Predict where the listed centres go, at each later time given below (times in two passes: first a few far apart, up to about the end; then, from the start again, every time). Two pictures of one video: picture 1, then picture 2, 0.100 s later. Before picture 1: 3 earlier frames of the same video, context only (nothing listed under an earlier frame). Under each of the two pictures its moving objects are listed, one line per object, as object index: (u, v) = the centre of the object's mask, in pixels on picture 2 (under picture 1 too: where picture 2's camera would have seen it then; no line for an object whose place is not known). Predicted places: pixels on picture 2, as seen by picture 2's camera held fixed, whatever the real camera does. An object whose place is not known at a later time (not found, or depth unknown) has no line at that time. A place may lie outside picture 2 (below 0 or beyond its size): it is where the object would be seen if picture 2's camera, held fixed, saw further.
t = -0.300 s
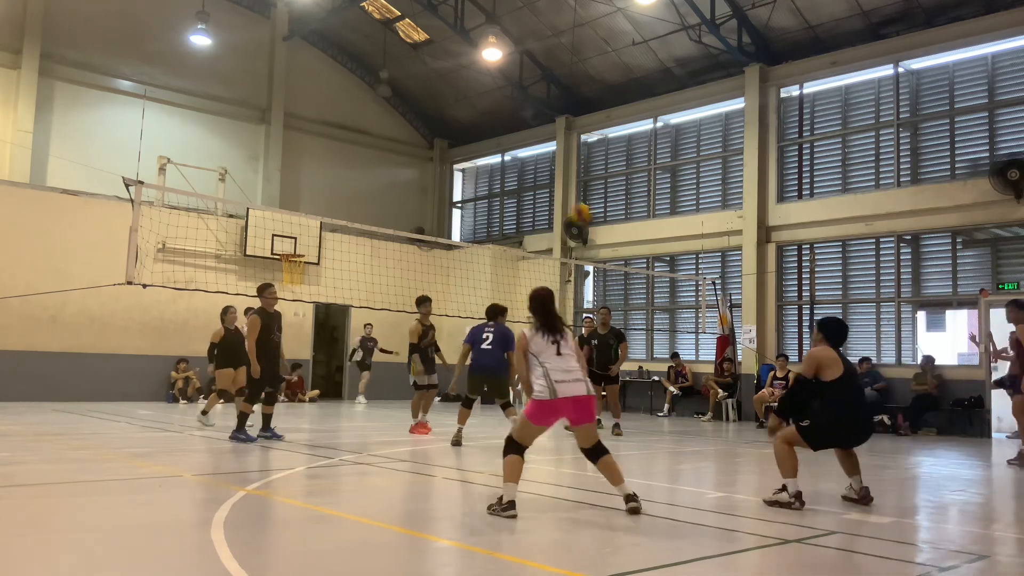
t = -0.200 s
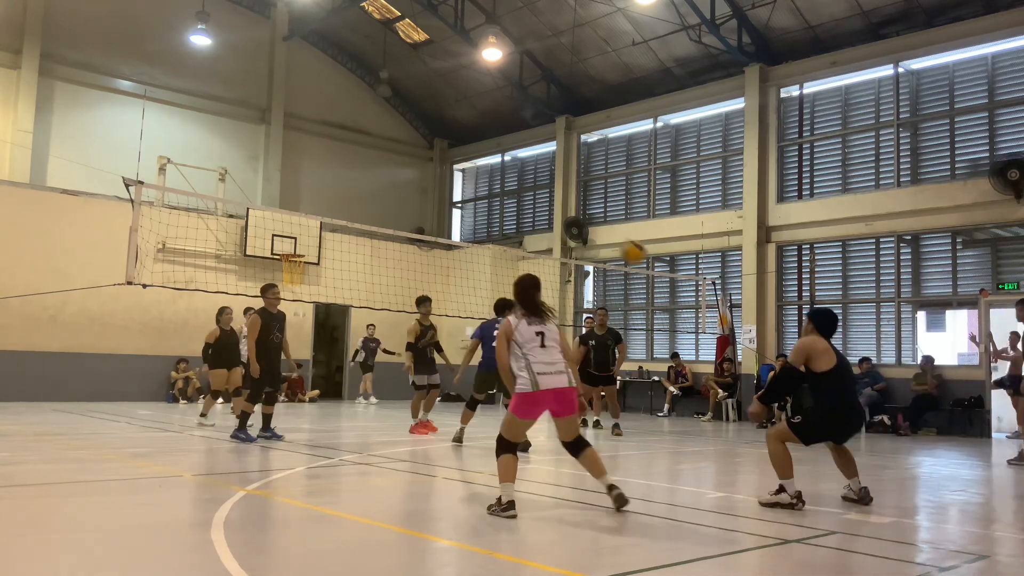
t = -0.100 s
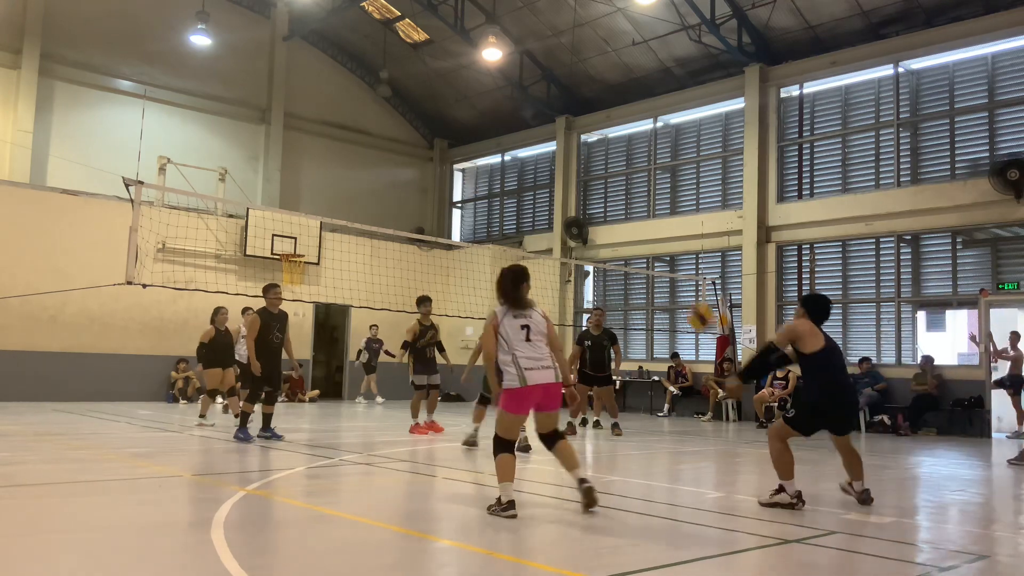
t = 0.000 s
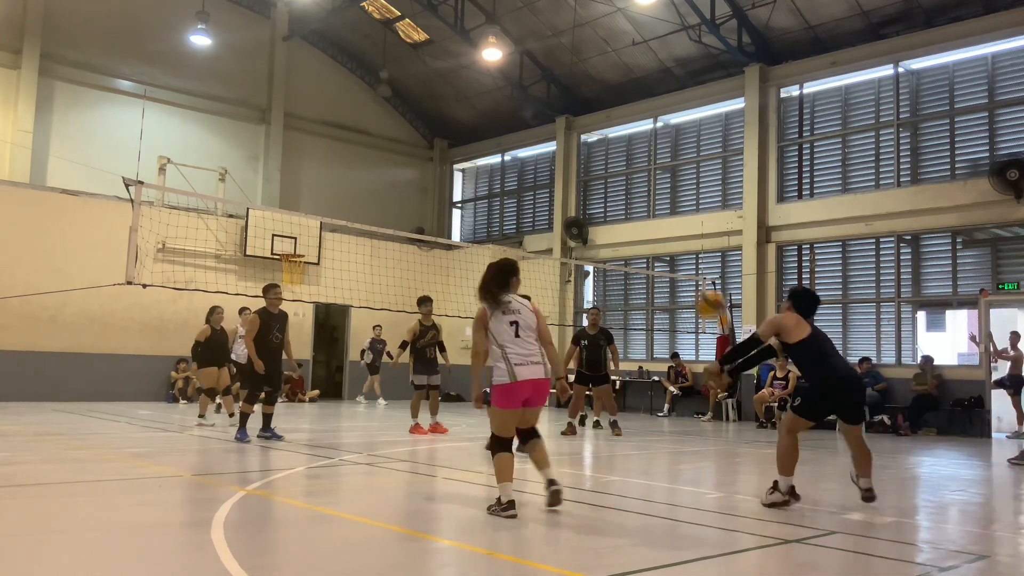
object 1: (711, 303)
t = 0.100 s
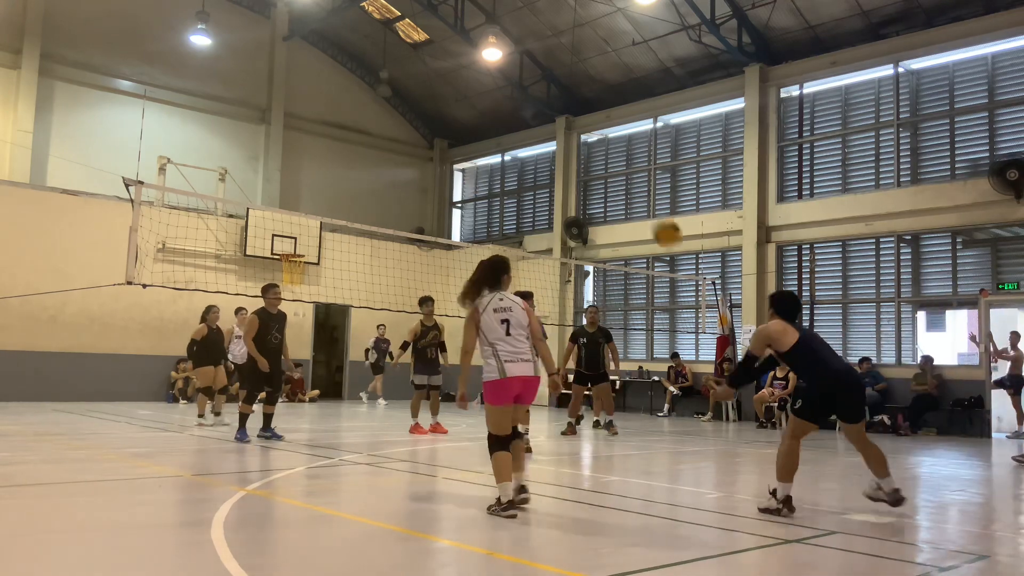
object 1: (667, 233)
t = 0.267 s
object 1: (608, 155)
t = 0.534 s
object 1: (532, 113)
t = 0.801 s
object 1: (471, 143)
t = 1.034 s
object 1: (426, 213)
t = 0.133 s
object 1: (654, 212)
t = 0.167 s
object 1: (643, 194)
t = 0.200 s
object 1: (629, 180)
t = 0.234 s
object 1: (618, 166)
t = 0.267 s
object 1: (608, 155)
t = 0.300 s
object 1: (598, 144)
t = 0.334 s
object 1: (586, 135)
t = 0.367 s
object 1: (577, 128)
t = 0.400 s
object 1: (566, 122)
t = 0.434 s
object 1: (558, 118)
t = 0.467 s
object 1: (548, 115)
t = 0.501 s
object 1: (540, 114)
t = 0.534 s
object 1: (532, 113)
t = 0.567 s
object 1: (524, 113)
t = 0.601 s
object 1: (516, 114)
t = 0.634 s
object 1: (507, 117)
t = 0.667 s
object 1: (500, 120)
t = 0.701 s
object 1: (493, 125)
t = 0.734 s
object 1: (486, 130)
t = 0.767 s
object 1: (478, 136)
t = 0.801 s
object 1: (471, 143)
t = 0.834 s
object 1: (464, 149)
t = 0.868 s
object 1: (458, 158)
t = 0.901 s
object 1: (451, 168)
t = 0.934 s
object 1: (444, 178)
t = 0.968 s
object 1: (439, 188)
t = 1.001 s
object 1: (433, 200)
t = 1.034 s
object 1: (426, 213)
